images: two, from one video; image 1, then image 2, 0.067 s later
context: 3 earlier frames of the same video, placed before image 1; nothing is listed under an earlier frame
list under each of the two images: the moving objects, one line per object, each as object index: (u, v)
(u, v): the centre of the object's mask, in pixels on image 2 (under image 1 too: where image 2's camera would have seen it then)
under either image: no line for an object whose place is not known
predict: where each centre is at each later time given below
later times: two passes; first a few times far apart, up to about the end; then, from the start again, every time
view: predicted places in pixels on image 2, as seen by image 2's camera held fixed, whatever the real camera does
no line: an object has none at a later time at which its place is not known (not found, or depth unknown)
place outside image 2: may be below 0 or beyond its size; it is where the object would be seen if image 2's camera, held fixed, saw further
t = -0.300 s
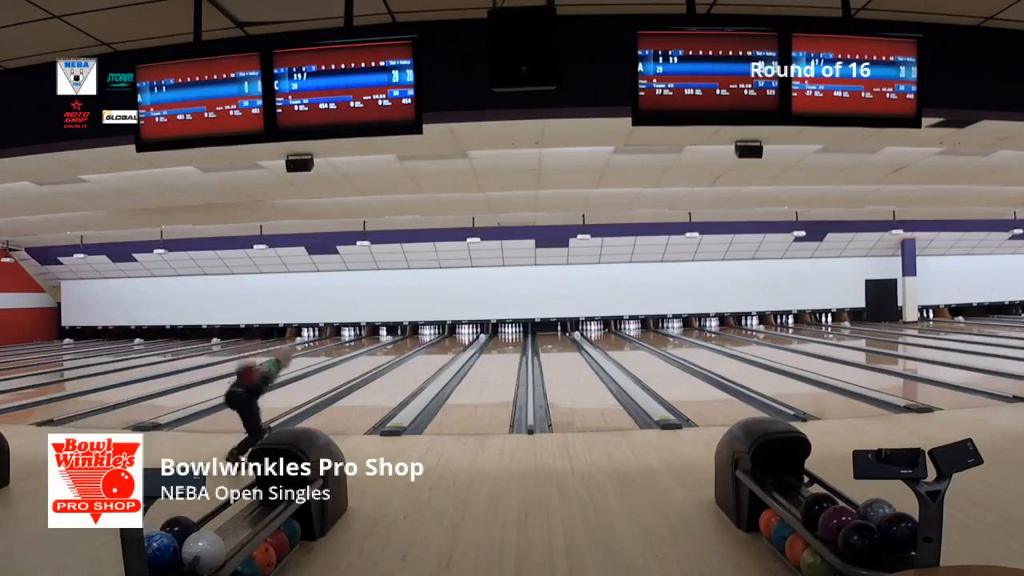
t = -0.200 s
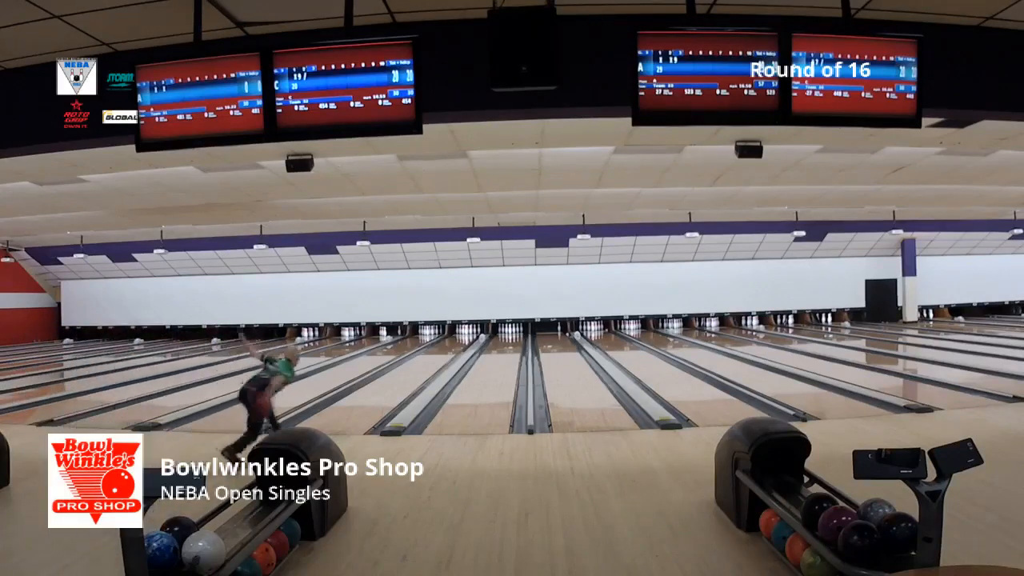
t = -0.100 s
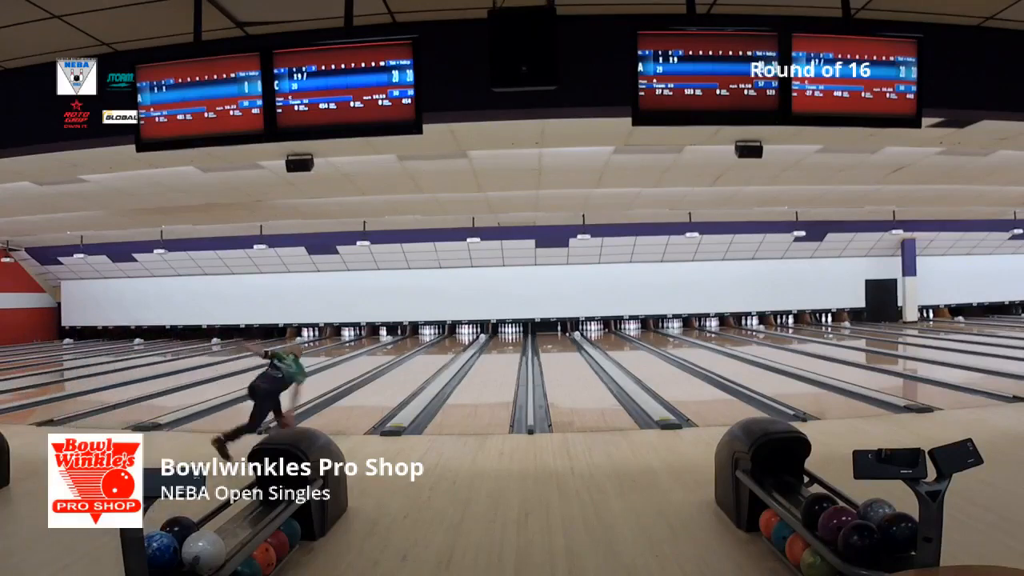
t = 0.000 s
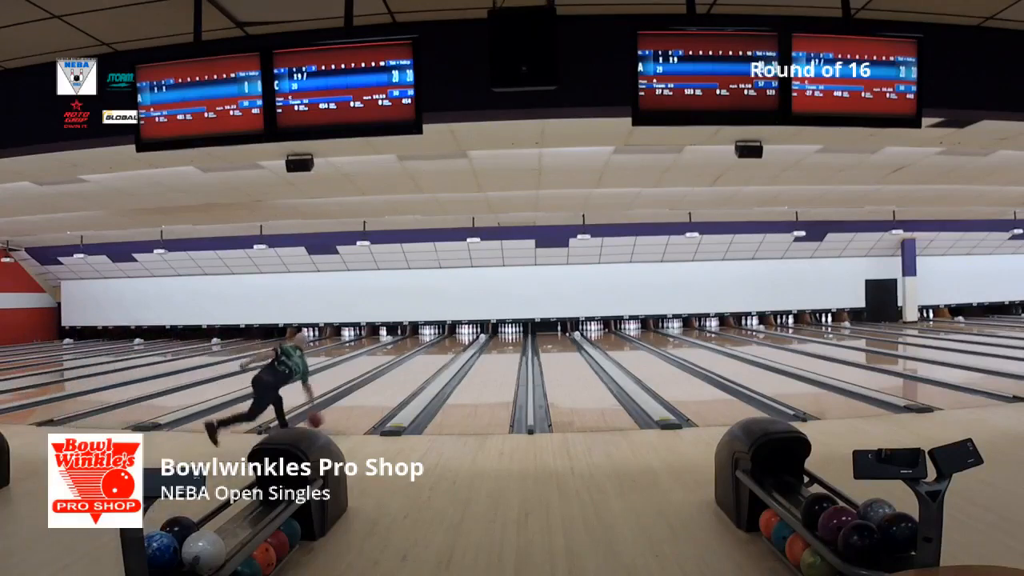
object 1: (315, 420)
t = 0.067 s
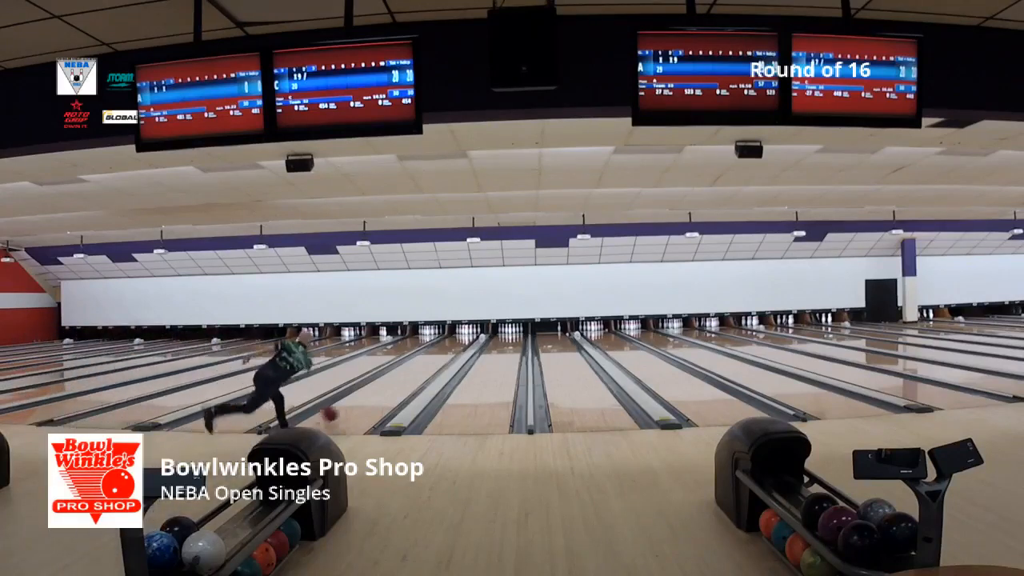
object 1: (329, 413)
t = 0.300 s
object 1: (371, 393)
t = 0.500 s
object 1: (397, 379)
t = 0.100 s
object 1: (337, 412)
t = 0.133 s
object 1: (344, 408)
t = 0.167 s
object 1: (351, 405)
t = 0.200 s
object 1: (356, 401)
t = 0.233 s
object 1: (362, 399)
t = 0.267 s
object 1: (367, 395)
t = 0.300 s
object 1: (371, 393)
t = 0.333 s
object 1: (376, 390)
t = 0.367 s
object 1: (381, 388)
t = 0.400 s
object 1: (386, 385)
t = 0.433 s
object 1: (389, 383)
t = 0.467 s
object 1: (393, 381)
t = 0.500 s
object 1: (397, 379)
